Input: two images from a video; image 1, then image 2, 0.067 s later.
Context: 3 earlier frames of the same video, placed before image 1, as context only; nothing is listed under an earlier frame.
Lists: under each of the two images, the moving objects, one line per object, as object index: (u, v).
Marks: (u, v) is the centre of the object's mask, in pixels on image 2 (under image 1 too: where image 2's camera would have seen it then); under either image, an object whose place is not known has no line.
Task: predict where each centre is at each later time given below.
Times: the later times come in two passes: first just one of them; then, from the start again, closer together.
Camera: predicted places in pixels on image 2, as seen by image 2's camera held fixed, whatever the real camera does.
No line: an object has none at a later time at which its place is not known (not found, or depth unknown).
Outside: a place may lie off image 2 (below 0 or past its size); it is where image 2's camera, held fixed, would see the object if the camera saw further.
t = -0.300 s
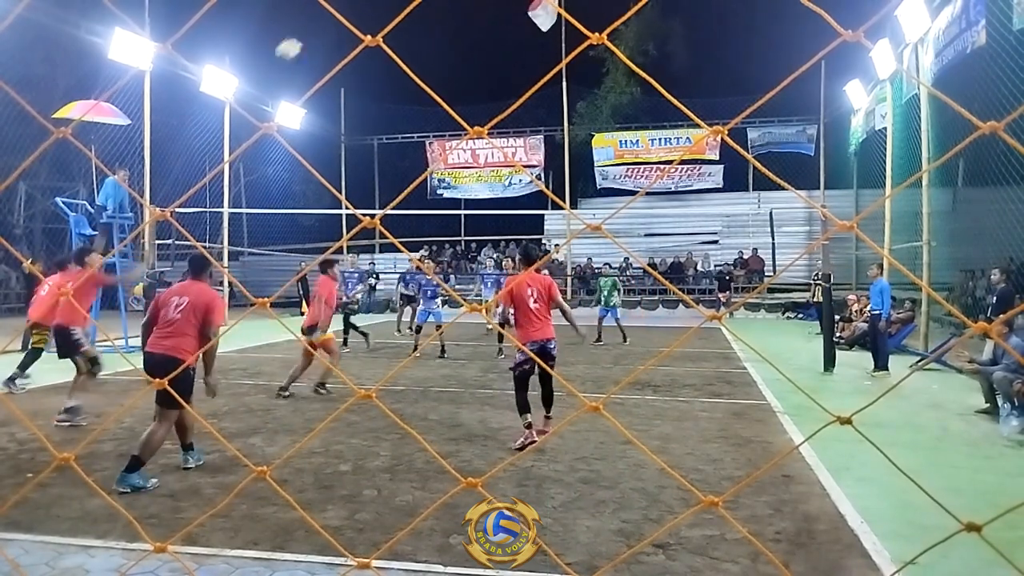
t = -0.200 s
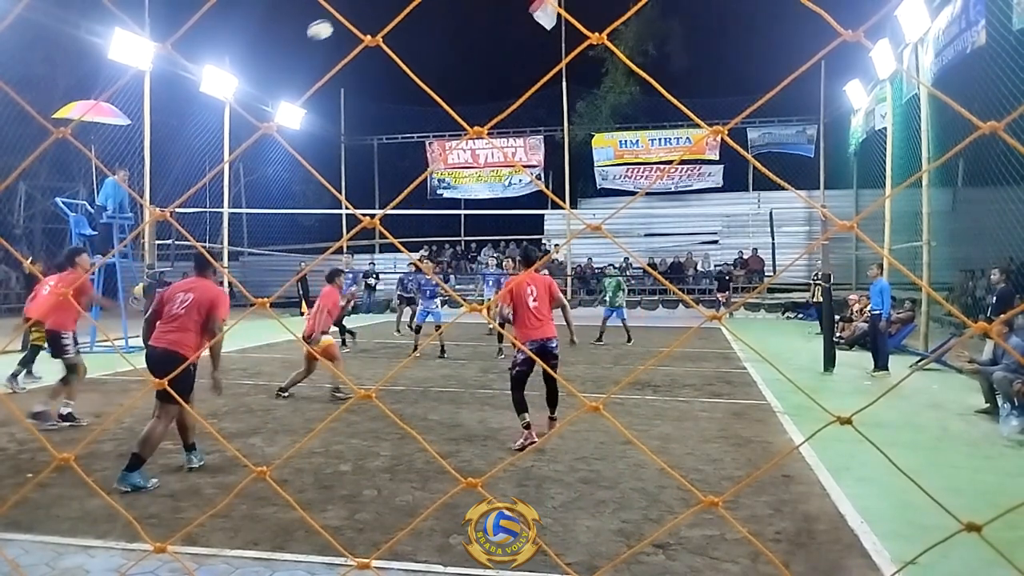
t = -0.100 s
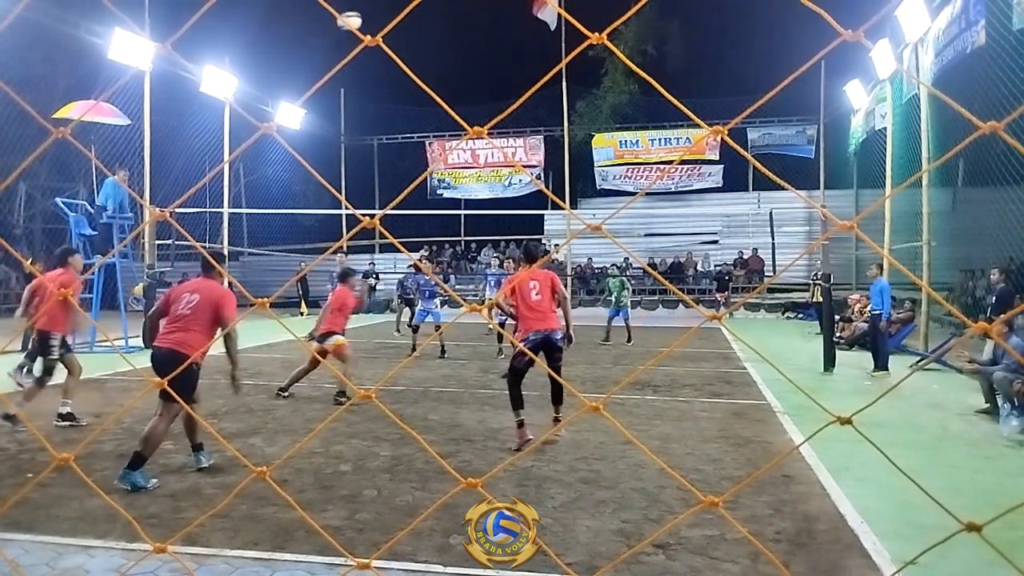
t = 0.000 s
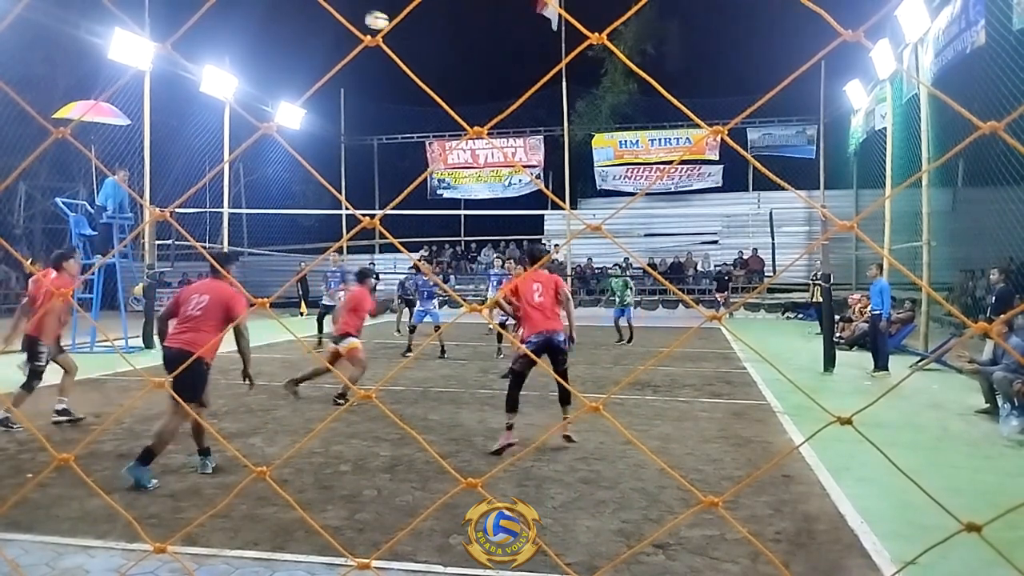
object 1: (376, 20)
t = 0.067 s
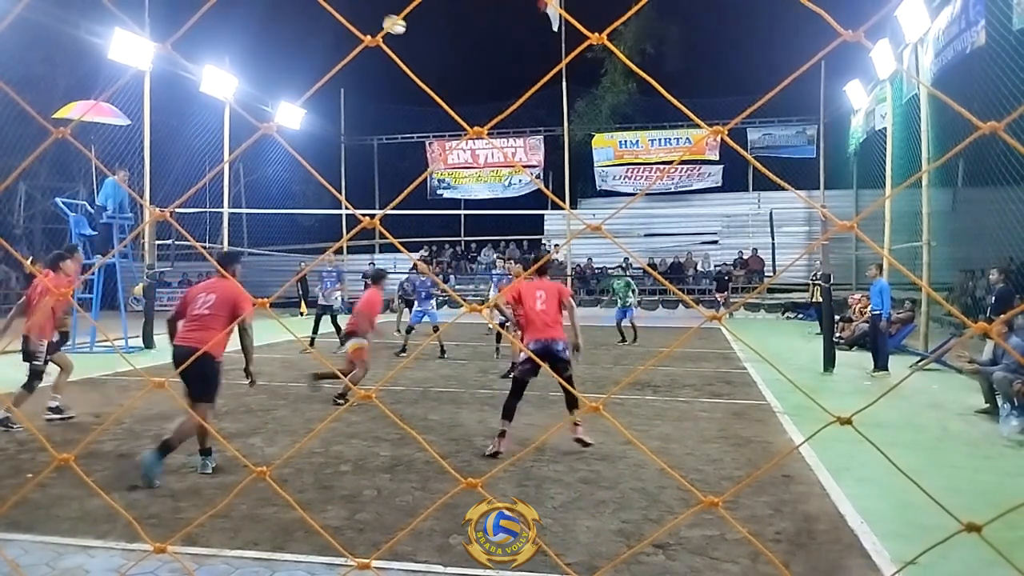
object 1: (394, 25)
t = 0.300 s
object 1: (449, 65)
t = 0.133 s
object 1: (410, 32)
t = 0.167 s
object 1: (418, 37)
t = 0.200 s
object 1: (426, 43)
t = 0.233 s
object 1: (434, 50)
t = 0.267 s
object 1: (441, 57)
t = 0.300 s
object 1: (449, 65)
